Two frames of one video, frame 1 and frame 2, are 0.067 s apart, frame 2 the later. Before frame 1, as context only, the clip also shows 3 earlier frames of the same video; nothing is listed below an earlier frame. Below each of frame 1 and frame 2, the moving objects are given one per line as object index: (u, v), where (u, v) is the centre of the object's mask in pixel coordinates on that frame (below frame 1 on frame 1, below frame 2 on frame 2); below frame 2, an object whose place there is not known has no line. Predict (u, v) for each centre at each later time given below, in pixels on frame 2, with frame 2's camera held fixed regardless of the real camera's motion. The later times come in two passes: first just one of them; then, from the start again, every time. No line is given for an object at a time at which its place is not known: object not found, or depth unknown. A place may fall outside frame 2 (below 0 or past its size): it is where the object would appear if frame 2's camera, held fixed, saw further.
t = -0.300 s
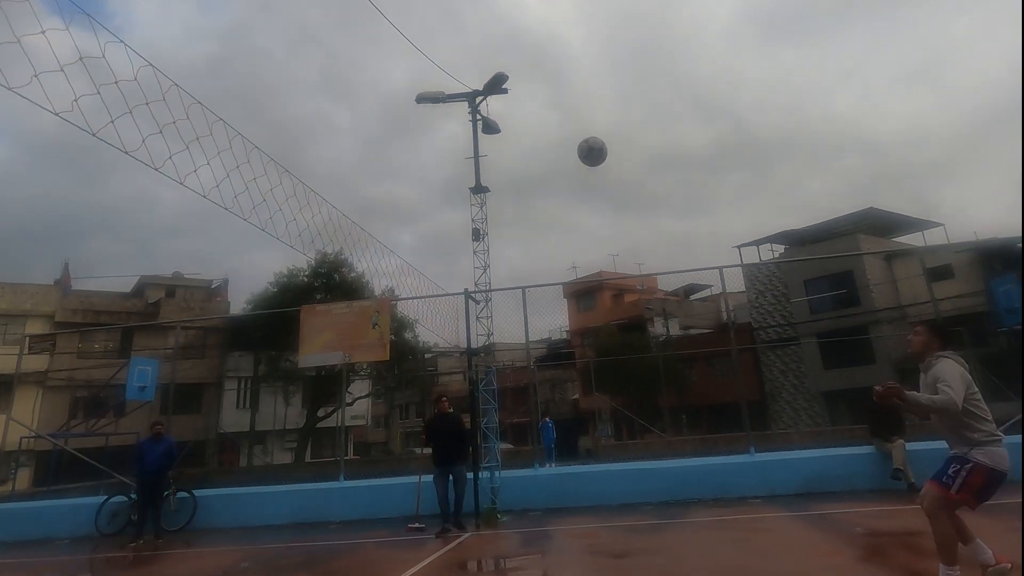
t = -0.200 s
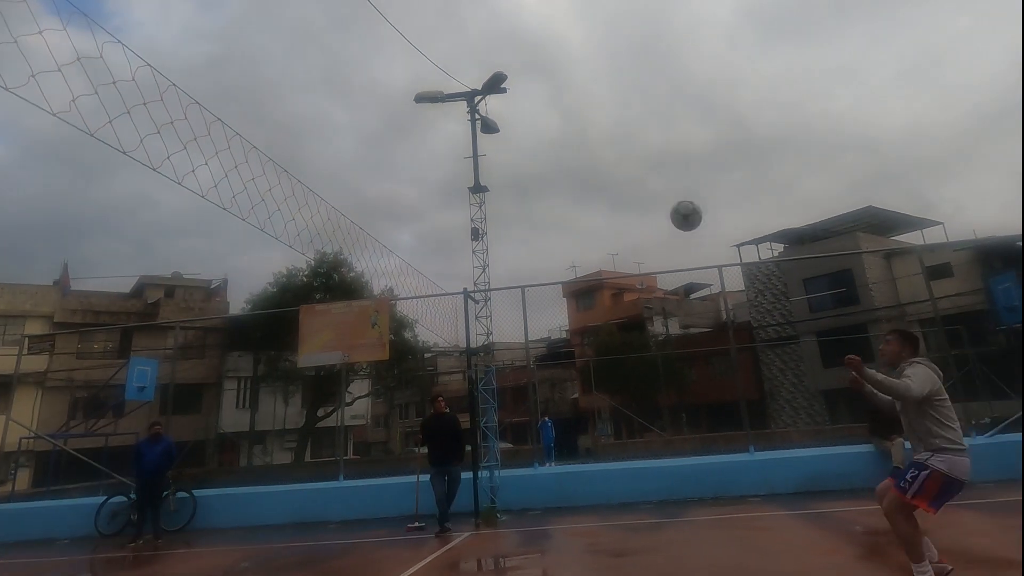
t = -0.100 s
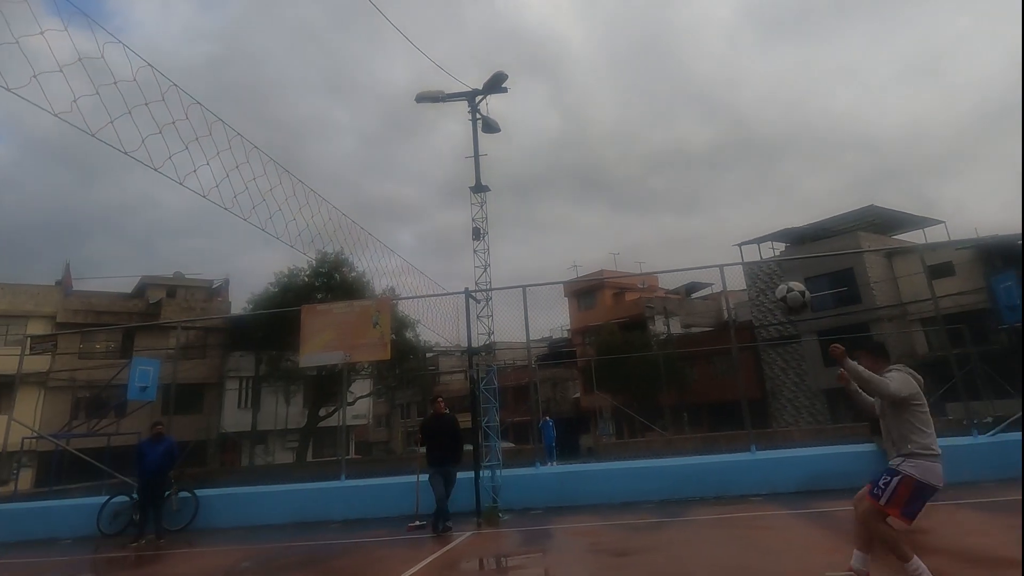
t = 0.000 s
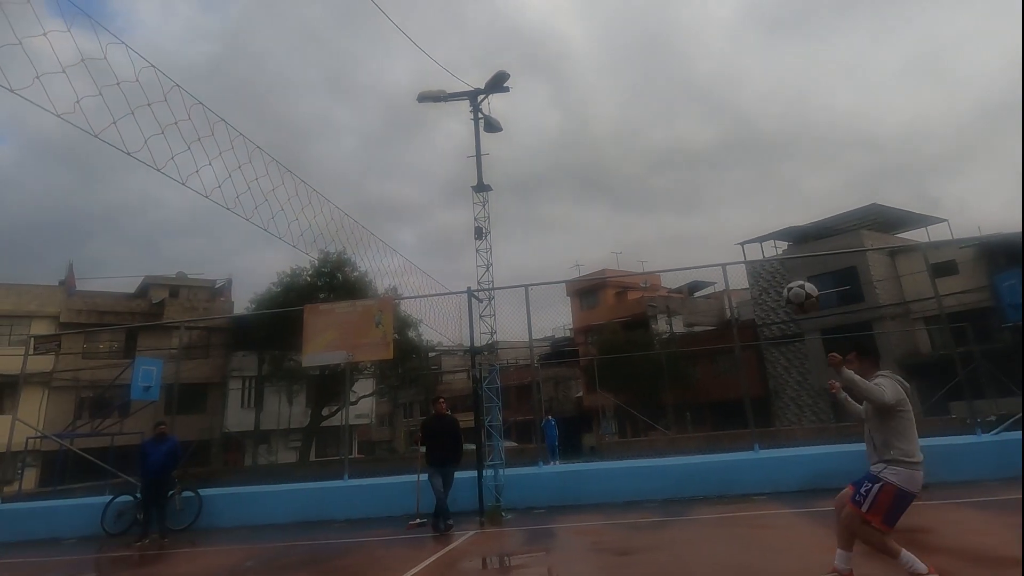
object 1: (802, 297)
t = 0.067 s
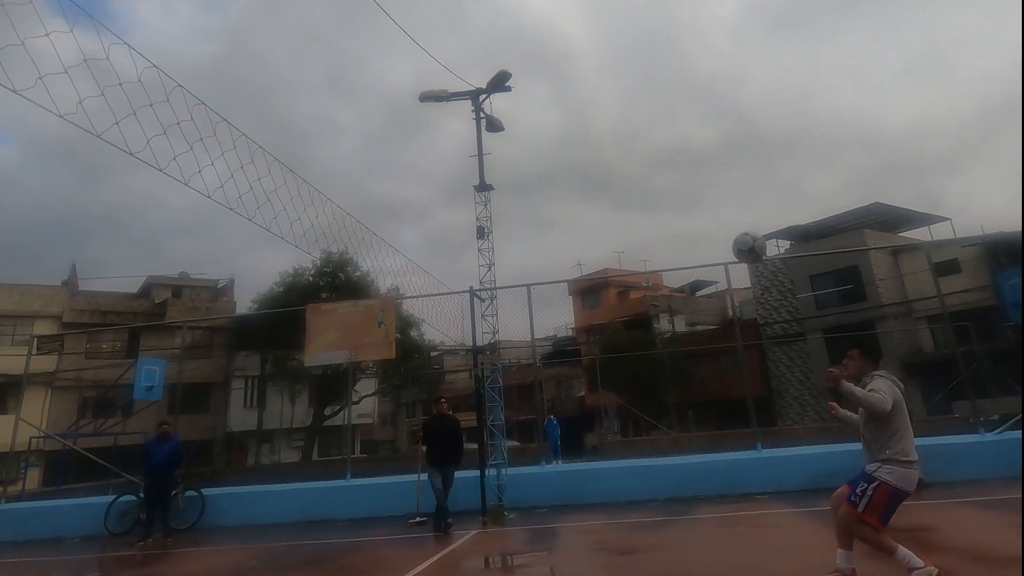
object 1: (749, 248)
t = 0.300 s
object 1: (576, 127)
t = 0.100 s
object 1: (723, 226)
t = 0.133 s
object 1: (697, 206)
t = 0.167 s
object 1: (673, 187)
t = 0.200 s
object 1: (648, 170)
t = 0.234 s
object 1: (624, 154)
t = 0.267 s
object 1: (600, 140)
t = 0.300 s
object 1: (576, 127)
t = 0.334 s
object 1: (553, 116)
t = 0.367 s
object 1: (529, 106)
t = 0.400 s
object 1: (505, 97)
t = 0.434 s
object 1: (482, 90)
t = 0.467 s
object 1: (458, 84)
